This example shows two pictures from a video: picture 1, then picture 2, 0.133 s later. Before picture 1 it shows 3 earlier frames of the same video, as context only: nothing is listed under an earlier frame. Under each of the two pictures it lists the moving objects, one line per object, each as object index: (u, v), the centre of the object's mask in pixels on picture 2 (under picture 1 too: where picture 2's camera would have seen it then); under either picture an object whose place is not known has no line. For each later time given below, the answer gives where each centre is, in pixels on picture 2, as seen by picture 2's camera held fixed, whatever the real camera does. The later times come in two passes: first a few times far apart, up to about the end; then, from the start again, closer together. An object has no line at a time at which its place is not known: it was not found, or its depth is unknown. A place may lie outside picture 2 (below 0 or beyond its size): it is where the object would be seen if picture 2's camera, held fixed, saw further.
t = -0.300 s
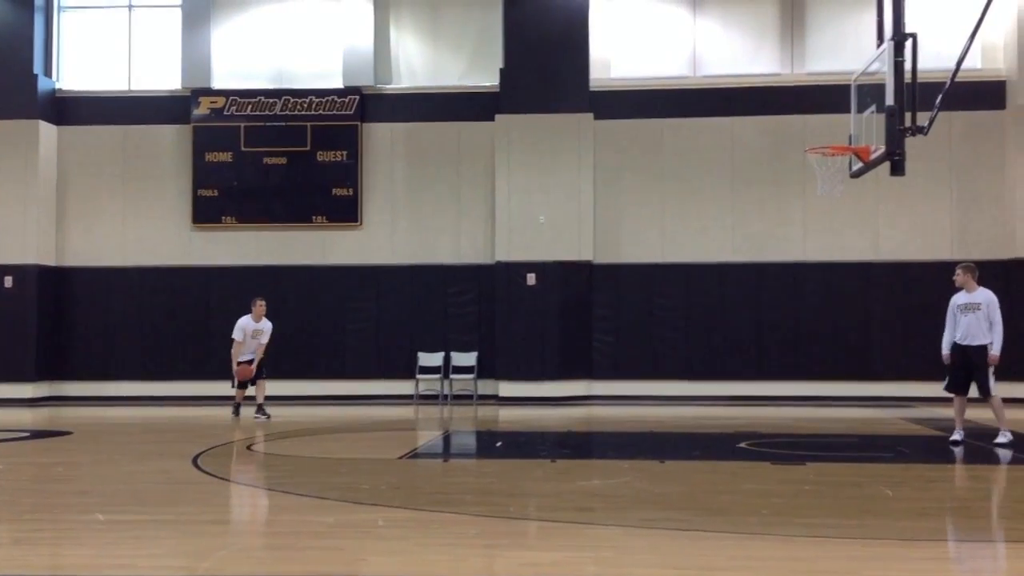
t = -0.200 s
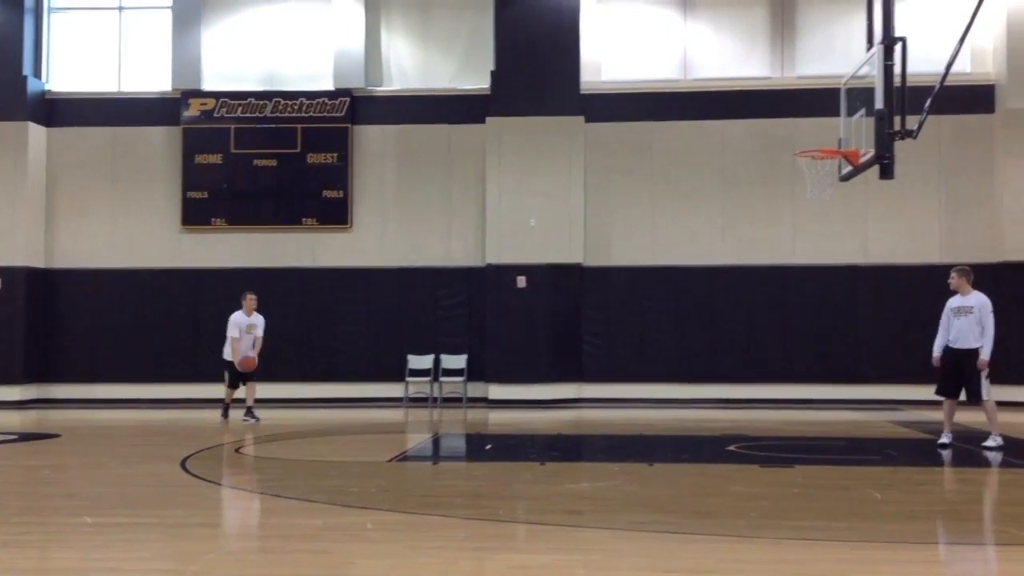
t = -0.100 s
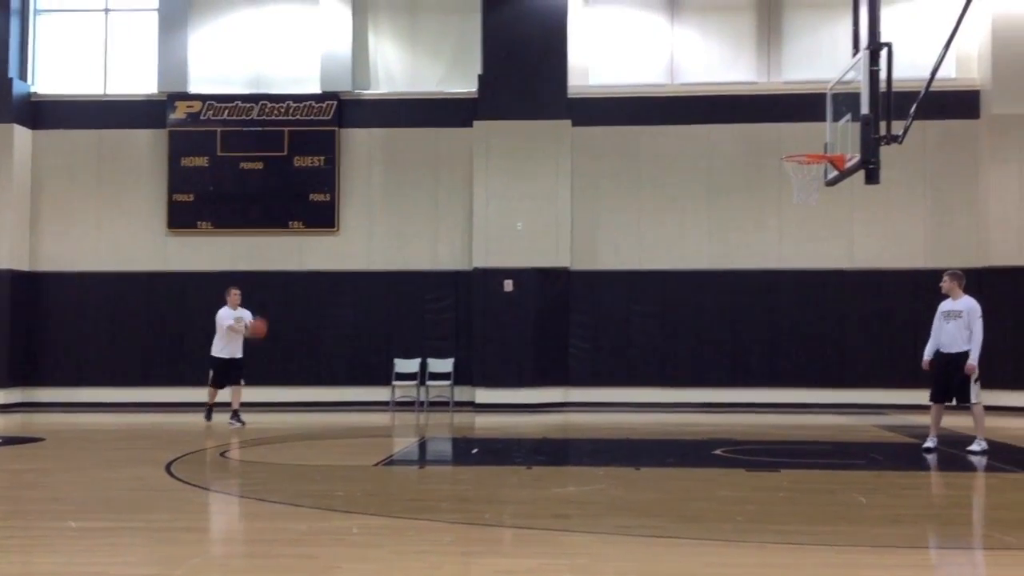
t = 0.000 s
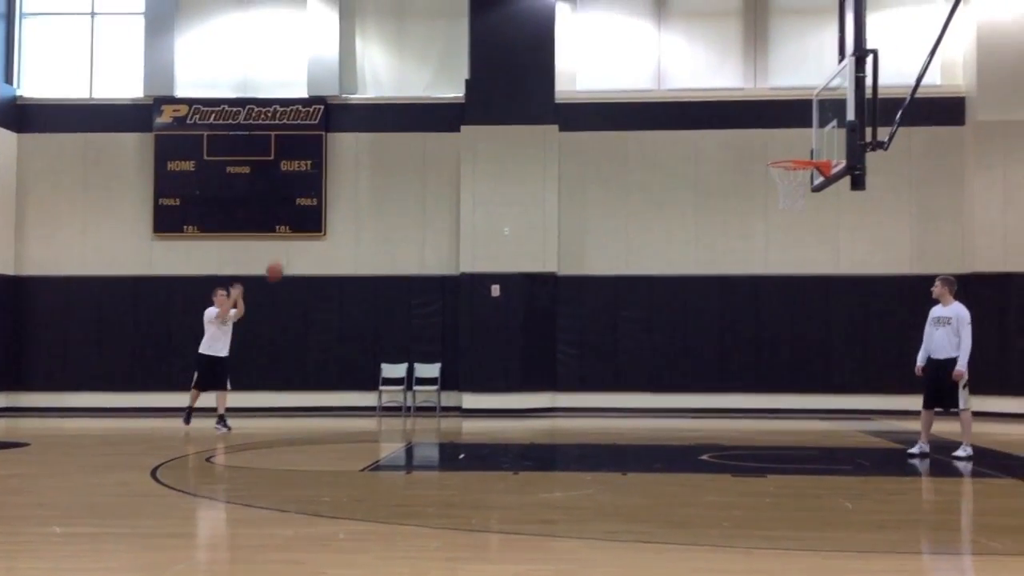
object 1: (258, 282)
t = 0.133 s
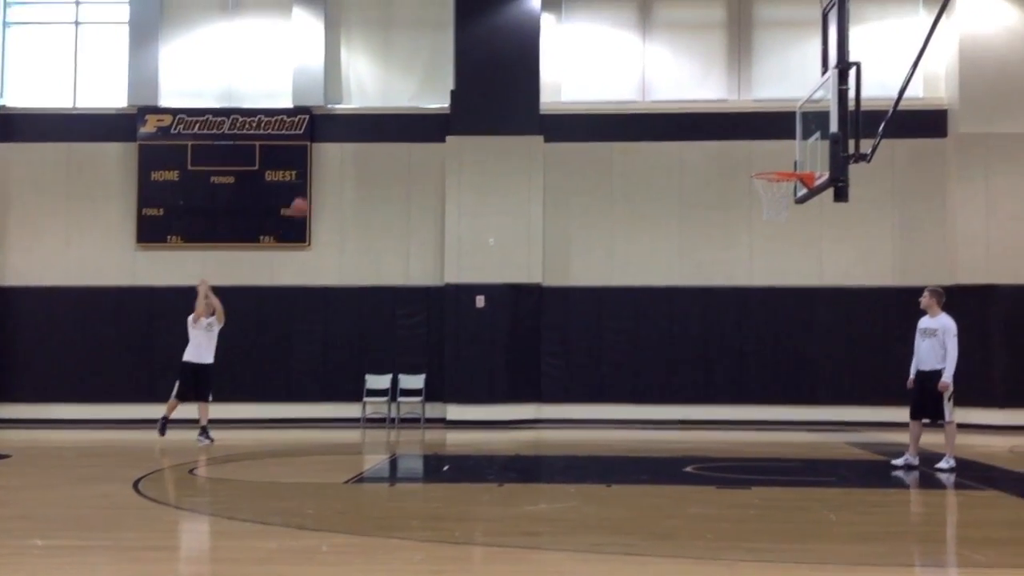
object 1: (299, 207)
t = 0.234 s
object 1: (331, 160)
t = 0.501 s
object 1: (417, 63)
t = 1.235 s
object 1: (692, 85)
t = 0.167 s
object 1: (310, 191)
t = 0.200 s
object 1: (321, 175)
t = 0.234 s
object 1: (331, 160)
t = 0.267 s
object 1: (342, 144)
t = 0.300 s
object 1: (352, 131)
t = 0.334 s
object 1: (363, 118)
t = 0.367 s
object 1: (374, 106)
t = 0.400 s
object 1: (385, 94)
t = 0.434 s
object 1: (395, 83)
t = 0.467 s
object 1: (405, 73)
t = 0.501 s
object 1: (417, 63)
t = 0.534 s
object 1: (428, 55)
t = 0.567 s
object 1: (439, 47)
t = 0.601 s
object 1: (451, 41)
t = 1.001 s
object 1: (596, 25)
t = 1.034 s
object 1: (609, 30)
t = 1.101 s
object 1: (636, 44)
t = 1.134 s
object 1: (650, 53)
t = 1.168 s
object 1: (664, 62)
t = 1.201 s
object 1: (677, 73)
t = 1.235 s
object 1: (692, 85)
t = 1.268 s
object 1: (706, 99)
